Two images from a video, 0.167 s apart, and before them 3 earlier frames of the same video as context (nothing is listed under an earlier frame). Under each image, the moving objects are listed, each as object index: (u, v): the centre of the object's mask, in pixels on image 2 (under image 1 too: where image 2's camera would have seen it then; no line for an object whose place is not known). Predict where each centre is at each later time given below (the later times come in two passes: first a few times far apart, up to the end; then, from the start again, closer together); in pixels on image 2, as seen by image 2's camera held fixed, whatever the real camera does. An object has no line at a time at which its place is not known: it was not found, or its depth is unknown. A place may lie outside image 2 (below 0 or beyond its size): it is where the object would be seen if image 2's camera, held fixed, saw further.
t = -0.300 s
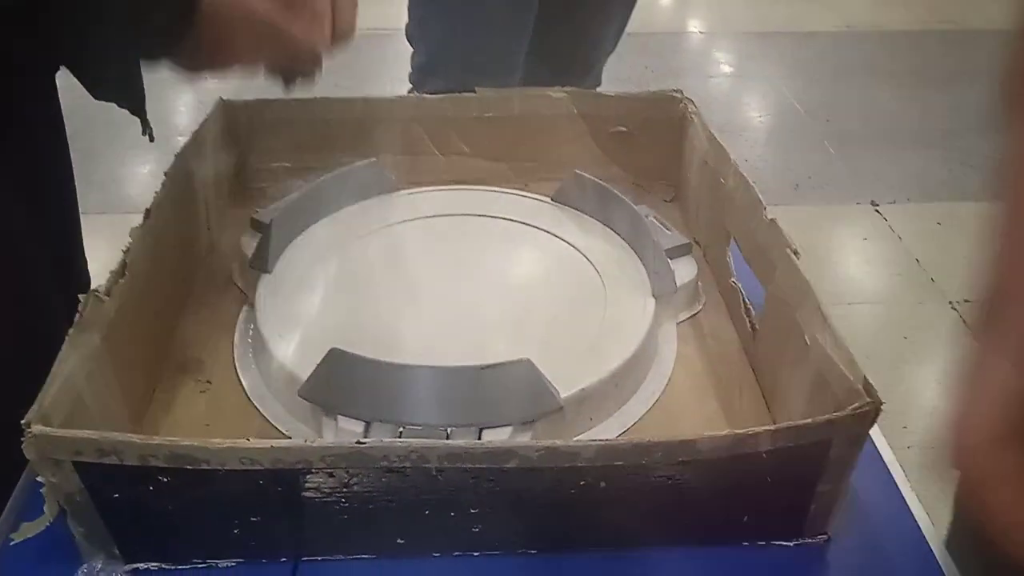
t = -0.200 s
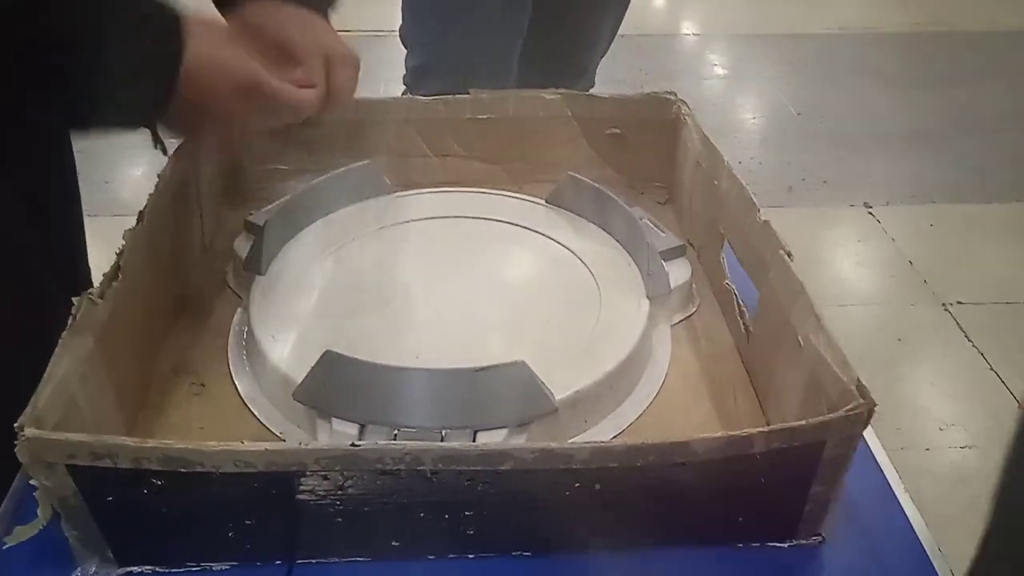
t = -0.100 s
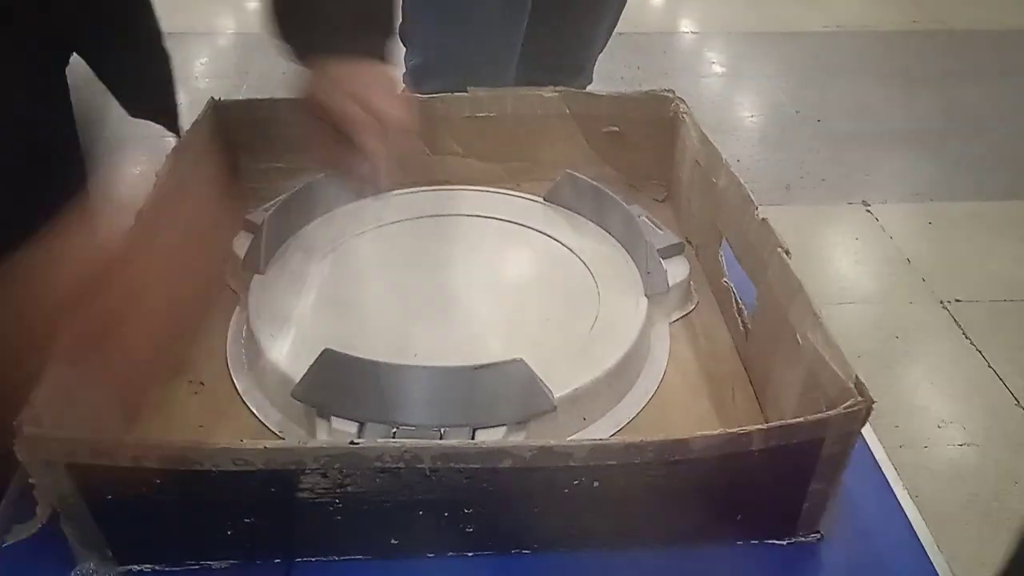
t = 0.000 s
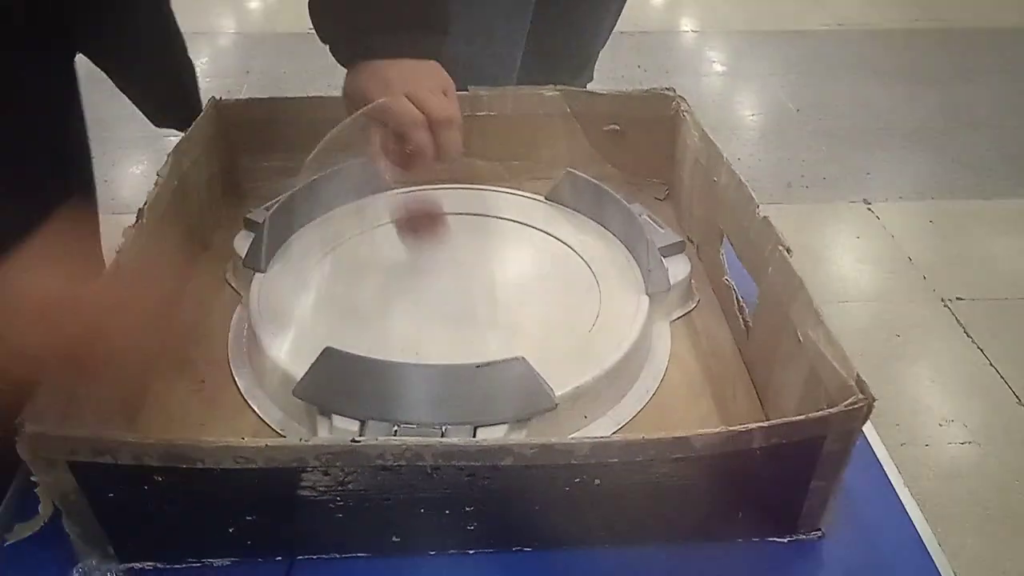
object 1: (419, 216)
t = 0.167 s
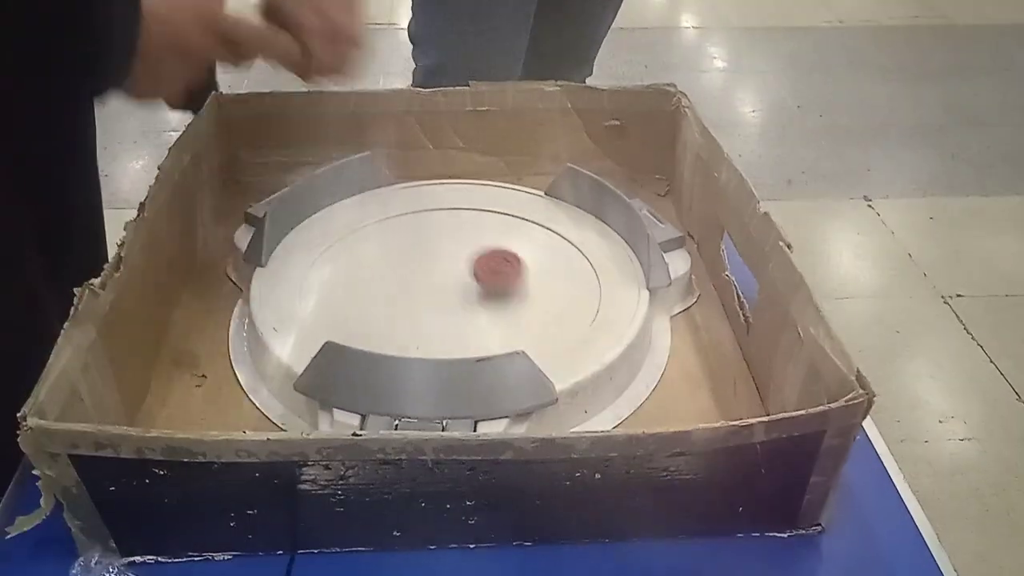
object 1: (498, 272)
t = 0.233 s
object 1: (517, 279)
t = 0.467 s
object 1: (522, 285)
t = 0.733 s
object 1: (501, 267)
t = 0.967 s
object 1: (504, 265)
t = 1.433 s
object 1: (509, 294)
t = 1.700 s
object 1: (474, 304)
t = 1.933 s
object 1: (473, 312)
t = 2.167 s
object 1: (453, 305)
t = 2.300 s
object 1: (437, 313)
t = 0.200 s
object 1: (509, 275)
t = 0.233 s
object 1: (517, 279)
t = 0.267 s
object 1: (524, 281)
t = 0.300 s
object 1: (528, 283)
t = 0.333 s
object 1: (529, 286)
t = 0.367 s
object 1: (529, 287)
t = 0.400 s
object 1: (528, 287)
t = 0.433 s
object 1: (526, 287)
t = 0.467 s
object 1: (522, 285)
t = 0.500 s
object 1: (519, 285)
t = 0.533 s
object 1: (516, 282)
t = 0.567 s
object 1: (513, 279)
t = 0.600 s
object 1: (510, 277)
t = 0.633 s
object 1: (507, 273)
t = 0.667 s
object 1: (504, 270)
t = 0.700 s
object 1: (502, 268)
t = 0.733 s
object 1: (501, 267)
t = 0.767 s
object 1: (500, 265)
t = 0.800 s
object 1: (501, 264)
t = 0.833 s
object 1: (503, 264)
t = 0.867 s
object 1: (505, 264)
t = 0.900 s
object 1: (506, 264)
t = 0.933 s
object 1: (505, 265)
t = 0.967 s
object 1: (504, 265)
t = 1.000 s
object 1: (503, 265)
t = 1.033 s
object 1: (502, 266)
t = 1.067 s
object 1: (500, 270)
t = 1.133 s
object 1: (495, 282)
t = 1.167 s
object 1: (493, 285)
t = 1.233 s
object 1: (493, 292)
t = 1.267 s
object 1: (495, 295)
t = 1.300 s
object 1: (498, 297)
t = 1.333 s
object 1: (503, 298)
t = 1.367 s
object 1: (507, 298)
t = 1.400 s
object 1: (509, 296)
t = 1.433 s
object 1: (509, 294)
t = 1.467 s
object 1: (507, 293)
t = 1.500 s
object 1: (505, 292)
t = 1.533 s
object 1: (502, 292)
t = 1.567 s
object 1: (499, 294)
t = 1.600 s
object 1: (492, 297)
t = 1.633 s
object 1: (484, 301)
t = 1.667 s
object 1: (478, 302)
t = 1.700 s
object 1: (474, 304)
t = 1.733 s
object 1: (472, 306)
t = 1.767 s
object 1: (470, 309)
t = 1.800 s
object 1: (470, 311)
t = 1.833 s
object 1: (472, 313)
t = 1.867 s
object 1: (473, 313)
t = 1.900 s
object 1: (474, 312)
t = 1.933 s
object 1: (473, 312)
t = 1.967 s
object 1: (473, 310)
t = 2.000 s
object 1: (472, 308)
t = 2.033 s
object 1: (471, 306)
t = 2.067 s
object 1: (470, 305)
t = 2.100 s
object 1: (466, 305)
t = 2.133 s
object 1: (460, 304)
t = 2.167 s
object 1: (453, 305)
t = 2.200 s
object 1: (445, 306)
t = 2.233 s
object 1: (440, 308)
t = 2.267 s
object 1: (437, 311)
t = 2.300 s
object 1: (437, 313)
